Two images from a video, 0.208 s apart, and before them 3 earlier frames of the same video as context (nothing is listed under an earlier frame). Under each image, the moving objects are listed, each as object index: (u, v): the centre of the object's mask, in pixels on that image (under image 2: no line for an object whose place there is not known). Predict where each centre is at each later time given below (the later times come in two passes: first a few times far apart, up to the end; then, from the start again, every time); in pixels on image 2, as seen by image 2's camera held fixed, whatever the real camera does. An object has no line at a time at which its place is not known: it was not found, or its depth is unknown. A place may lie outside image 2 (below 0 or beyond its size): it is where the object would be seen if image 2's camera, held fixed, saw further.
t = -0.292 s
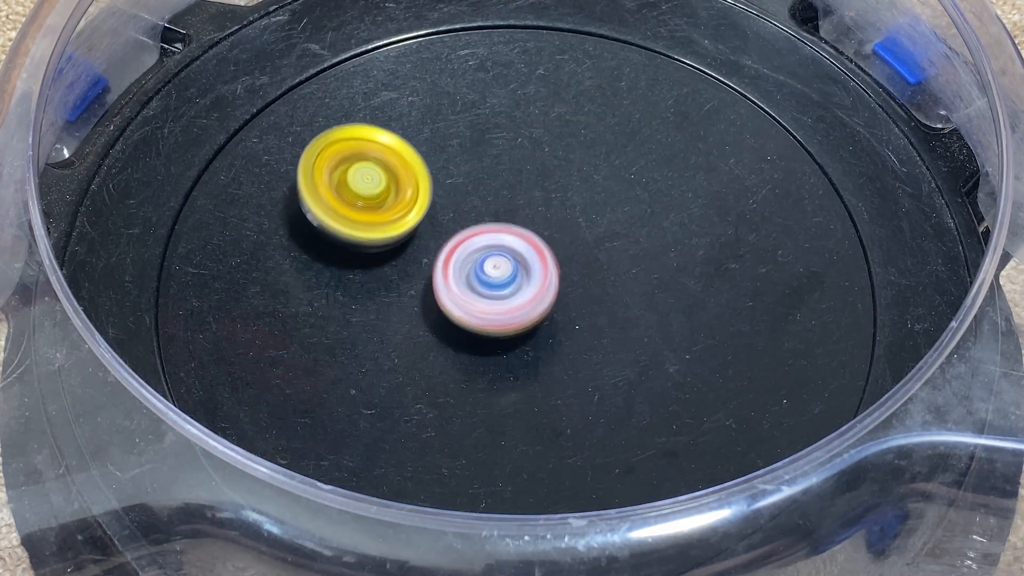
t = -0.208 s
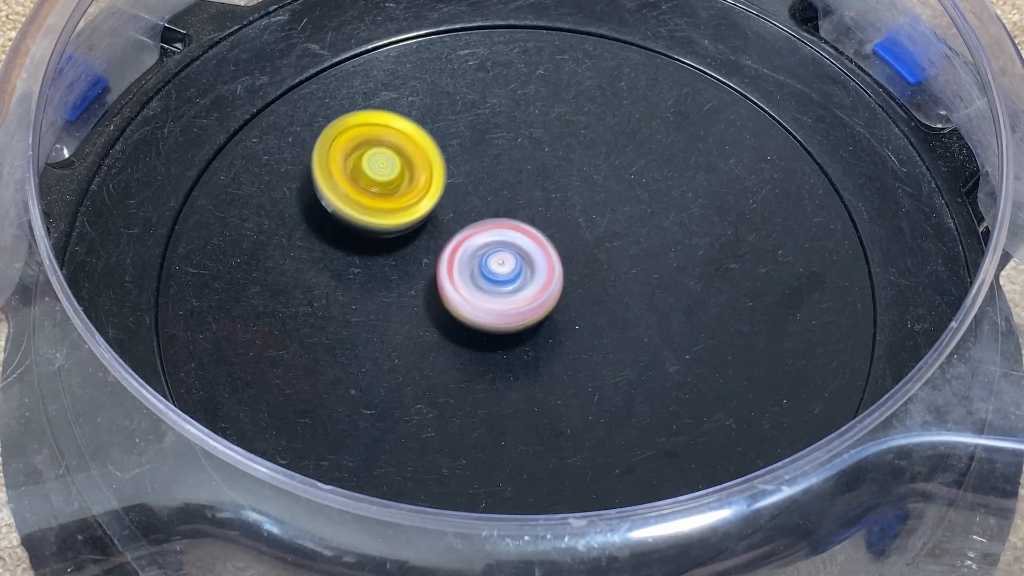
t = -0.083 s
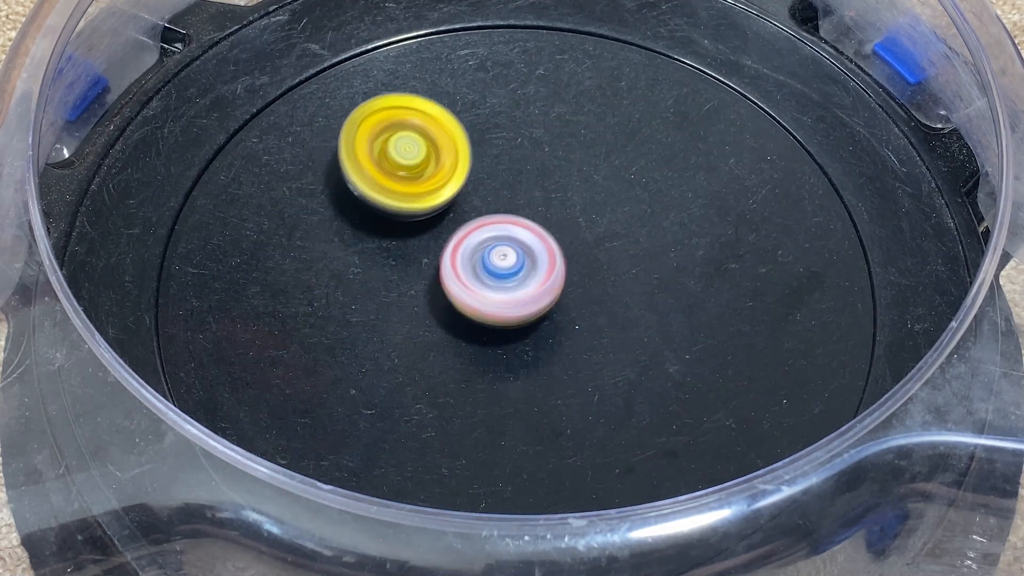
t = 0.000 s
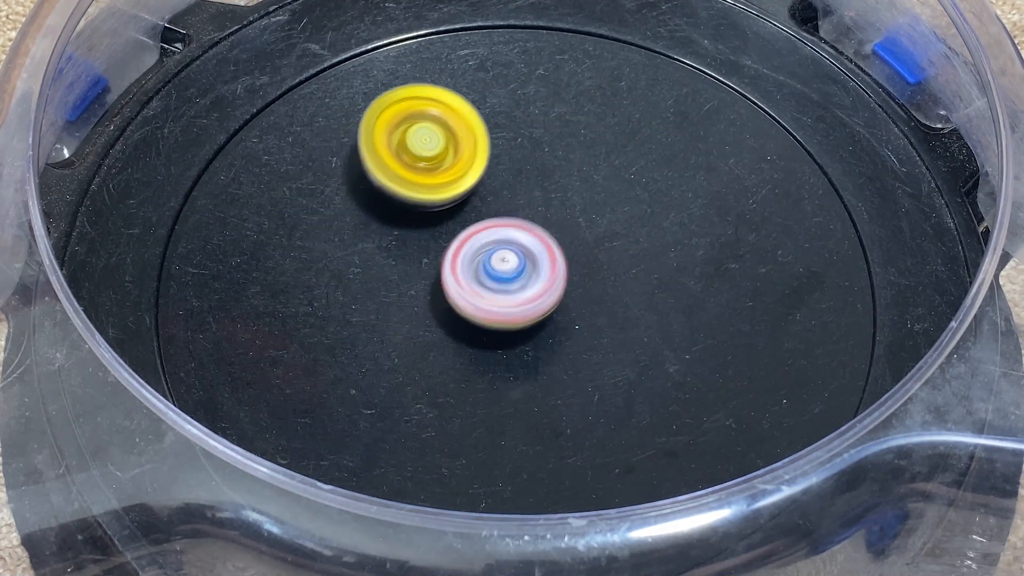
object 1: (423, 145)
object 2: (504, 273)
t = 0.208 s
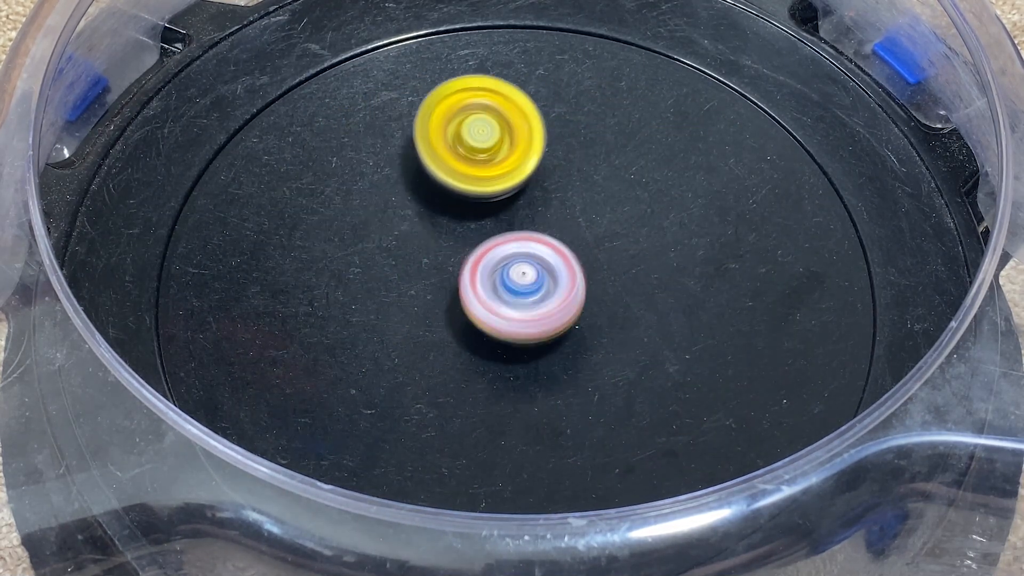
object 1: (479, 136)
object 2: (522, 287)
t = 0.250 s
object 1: (491, 135)
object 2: (523, 288)
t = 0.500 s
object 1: (559, 134)
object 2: (517, 304)
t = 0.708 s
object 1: (612, 147)
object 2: (514, 293)
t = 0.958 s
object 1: (664, 179)
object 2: (521, 284)
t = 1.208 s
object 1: (694, 229)
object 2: (533, 272)
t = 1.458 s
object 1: (708, 288)
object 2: (543, 280)
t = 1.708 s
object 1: (696, 343)
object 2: (517, 286)
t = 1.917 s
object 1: (660, 380)
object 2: (506, 277)
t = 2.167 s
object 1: (590, 413)
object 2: (508, 271)
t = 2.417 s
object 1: (515, 427)
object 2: (523, 280)
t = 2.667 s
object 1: (443, 407)
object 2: (512, 298)
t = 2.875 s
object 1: (394, 371)
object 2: (510, 291)
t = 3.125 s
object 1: (357, 316)
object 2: (514, 285)
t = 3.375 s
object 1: (343, 266)
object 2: (527, 278)
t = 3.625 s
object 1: (363, 223)
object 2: (531, 285)
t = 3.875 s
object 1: (407, 186)
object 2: (519, 282)
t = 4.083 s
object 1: (457, 163)
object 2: (515, 282)
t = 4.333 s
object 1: (520, 149)
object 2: (510, 274)
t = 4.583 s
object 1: (571, 160)
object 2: (520, 283)
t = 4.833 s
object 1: (615, 193)
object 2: (514, 286)
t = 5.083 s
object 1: (653, 244)
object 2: (520, 289)
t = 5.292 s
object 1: (673, 286)
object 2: (516, 282)
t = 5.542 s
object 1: (663, 324)
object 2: (520, 282)
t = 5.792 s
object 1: (624, 351)
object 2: (522, 274)
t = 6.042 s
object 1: (540, 441)
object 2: (549, 160)
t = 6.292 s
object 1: (495, 463)
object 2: (685, 122)
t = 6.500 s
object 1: (474, 446)
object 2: (624, 266)
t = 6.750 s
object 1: (428, 416)
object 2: (394, 241)
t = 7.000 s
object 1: (402, 354)
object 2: (412, 116)
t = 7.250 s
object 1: (397, 279)
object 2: (547, 250)
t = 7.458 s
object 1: (408, 220)
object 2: (496, 396)
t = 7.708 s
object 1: (443, 167)
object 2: (348, 387)
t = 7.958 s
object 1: (489, 141)
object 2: (493, 266)
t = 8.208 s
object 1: (532, 148)
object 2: (687, 288)
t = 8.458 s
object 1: (586, 184)
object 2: (629, 380)
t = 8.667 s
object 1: (630, 228)
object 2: (491, 289)
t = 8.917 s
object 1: (666, 289)
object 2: (505, 147)
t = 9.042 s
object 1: (672, 316)
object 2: (570, 141)
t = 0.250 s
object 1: (491, 135)
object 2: (523, 288)
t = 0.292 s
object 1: (502, 134)
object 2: (522, 289)
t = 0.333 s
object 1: (514, 133)
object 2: (520, 291)
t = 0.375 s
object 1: (525, 132)
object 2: (517, 295)
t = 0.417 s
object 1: (537, 133)
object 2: (516, 299)
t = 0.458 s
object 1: (548, 133)
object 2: (515, 302)
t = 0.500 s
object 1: (559, 134)
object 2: (517, 304)
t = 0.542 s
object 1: (570, 136)
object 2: (518, 304)
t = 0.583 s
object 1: (581, 138)
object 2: (519, 303)
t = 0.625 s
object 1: (591, 141)
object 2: (519, 300)
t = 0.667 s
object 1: (602, 144)
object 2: (517, 296)
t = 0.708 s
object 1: (612, 147)
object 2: (514, 293)
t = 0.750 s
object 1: (621, 152)
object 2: (512, 291)
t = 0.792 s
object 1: (630, 156)
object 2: (510, 291)
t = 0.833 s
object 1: (639, 161)
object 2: (511, 290)
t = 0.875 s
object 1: (648, 167)
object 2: (513, 289)
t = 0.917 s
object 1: (657, 173)
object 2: (517, 287)
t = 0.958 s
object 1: (664, 179)
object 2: (521, 284)
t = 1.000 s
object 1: (670, 186)
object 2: (526, 281)
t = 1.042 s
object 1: (677, 194)
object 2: (530, 277)
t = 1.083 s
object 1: (682, 203)
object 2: (532, 273)
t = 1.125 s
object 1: (687, 211)
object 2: (532, 271)
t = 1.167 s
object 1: (690, 220)
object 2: (533, 271)
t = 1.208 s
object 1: (694, 229)
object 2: (533, 272)
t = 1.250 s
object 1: (697, 239)
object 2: (535, 274)
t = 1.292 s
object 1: (700, 249)
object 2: (537, 276)
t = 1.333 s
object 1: (702, 259)
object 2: (540, 278)
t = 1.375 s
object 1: (704, 269)
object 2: (542, 280)
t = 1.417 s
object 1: (706, 279)
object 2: (543, 281)
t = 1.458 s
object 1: (708, 288)
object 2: (543, 280)
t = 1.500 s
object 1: (709, 298)
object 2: (540, 280)
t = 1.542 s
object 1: (708, 307)
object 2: (537, 280)
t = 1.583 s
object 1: (707, 316)
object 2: (532, 281)
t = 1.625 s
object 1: (705, 325)
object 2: (526, 283)
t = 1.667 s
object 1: (701, 334)
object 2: (521, 284)
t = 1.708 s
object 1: (696, 343)
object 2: (517, 286)
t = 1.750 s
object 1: (691, 351)
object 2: (514, 287)
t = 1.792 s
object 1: (685, 359)
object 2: (512, 286)
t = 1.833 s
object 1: (677, 366)
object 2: (510, 284)
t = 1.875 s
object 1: (669, 374)
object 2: (508, 281)
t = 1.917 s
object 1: (660, 380)
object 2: (506, 277)
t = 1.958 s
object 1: (649, 386)
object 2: (505, 273)
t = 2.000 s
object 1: (638, 392)
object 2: (504, 270)
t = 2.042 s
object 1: (627, 397)
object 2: (503, 269)
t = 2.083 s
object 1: (615, 403)
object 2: (503, 269)
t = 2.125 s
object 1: (603, 408)
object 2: (505, 270)
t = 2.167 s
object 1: (590, 413)
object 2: (508, 271)
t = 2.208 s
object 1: (577, 417)
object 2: (512, 273)
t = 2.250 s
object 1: (565, 420)
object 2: (517, 274)
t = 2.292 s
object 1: (553, 423)
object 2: (520, 276)
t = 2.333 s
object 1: (540, 425)
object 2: (523, 277)
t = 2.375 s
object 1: (528, 427)
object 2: (524, 278)
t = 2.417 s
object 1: (515, 427)
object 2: (523, 280)
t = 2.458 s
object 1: (502, 426)
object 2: (521, 283)
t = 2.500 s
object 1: (490, 425)
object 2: (518, 287)
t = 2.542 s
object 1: (478, 423)
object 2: (515, 290)
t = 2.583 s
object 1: (466, 418)
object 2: (513, 294)
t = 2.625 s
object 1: (454, 413)
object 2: (512, 296)
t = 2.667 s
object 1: (443, 407)
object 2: (512, 298)
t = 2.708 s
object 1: (432, 401)
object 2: (512, 298)
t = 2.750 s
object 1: (422, 394)
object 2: (512, 296)
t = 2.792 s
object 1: (412, 386)
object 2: (512, 295)
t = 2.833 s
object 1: (403, 379)
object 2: (511, 293)
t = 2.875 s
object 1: (394, 371)
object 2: (510, 291)
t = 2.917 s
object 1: (386, 362)
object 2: (508, 288)
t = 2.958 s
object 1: (379, 353)
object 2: (507, 287)
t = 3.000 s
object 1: (373, 344)
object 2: (507, 287)
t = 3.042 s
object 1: (367, 335)
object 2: (508, 287)
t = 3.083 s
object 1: (362, 325)
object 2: (511, 286)
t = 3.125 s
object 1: (357, 316)
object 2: (514, 285)
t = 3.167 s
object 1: (353, 308)
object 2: (519, 284)
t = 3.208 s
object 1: (349, 299)
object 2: (522, 282)
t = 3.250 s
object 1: (347, 290)
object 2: (525, 280)
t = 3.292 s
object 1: (344, 282)
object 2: (527, 279)
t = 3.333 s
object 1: (344, 274)
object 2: (527, 279)
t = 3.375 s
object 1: (343, 266)
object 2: (527, 278)
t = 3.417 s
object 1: (344, 258)
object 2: (527, 279)
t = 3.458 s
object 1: (346, 251)
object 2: (526, 281)
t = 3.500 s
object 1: (349, 244)
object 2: (527, 283)
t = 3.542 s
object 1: (353, 237)
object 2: (528, 285)
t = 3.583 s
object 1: (358, 230)
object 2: (530, 285)
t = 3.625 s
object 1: (363, 223)
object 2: (531, 285)
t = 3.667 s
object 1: (368, 216)
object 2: (531, 284)
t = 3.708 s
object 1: (375, 210)
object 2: (530, 282)
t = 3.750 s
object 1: (382, 204)
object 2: (528, 281)
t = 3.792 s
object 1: (390, 198)
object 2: (525, 280)
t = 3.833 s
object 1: (398, 192)
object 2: (522, 281)
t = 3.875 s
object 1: (407, 186)
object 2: (519, 282)
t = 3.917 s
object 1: (417, 180)
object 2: (516, 282)
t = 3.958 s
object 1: (426, 175)
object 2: (515, 283)
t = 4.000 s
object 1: (436, 171)
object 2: (514, 284)
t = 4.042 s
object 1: (446, 167)
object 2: (514, 284)
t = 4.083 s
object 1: (457, 163)
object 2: (515, 282)
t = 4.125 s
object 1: (468, 160)
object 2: (515, 279)
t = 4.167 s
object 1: (479, 157)
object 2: (514, 277)
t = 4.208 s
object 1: (489, 154)
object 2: (514, 275)
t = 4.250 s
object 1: (500, 152)
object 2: (512, 274)
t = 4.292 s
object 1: (510, 151)
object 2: (511, 274)
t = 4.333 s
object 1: (520, 149)
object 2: (510, 274)
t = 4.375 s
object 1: (529, 150)
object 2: (510, 276)
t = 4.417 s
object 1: (538, 150)
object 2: (512, 278)
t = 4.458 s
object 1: (547, 151)
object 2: (514, 280)
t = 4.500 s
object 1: (555, 154)
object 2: (517, 281)
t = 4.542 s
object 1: (563, 157)
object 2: (519, 282)
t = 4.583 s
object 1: (571, 160)
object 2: (520, 283)
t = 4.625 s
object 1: (578, 164)
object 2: (521, 283)
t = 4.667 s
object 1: (586, 169)
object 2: (521, 283)
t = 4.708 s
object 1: (593, 174)
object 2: (520, 283)
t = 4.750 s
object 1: (600, 180)
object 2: (519, 283)
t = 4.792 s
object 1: (607, 186)
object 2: (515, 284)
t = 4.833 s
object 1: (615, 193)
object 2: (514, 286)
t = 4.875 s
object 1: (622, 200)
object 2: (514, 288)
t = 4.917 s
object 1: (628, 208)
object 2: (514, 289)
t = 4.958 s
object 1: (635, 217)
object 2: (515, 290)
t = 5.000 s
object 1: (640, 226)
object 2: (517, 290)
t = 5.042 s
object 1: (647, 235)
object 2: (519, 290)
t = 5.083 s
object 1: (653, 244)
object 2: (520, 289)
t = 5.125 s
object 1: (659, 253)
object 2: (520, 288)
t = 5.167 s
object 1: (664, 262)
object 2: (519, 286)
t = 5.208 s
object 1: (669, 270)
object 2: (518, 285)
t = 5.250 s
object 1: (672, 278)
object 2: (517, 283)
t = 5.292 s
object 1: (673, 286)
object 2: (516, 282)
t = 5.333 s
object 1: (674, 294)
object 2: (515, 281)
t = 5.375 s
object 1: (674, 301)
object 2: (514, 282)
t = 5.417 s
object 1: (672, 308)
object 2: (514, 282)
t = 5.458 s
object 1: (670, 313)
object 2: (515, 283)
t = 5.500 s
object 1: (667, 319)
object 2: (517, 283)
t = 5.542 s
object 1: (663, 324)
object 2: (520, 282)
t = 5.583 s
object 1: (658, 328)
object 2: (522, 281)
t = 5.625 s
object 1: (653, 333)
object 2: (523, 279)
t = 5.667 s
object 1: (647, 337)
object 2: (523, 277)
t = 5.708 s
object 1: (640, 342)
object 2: (523, 276)
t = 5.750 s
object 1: (633, 346)
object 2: (523, 275)
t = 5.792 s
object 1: (624, 351)
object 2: (522, 274)
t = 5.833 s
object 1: (614, 356)
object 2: (521, 274)
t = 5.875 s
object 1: (602, 361)
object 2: (519, 275)
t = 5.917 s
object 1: (590, 367)
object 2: (518, 277)
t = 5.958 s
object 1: (571, 398)
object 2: (526, 240)
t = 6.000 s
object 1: (554, 426)
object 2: (536, 195)
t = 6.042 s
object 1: (540, 441)
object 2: (549, 160)
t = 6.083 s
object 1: (532, 450)
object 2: (566, 135)
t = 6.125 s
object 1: (525, 456)
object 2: (587, 118)
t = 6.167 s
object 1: (517, 460)
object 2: (610, 107)
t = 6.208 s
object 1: (510, 462)
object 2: (636, 103)
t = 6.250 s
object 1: (502, 463)
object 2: (662, 107)
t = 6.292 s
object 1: (495, 463)
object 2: (685, 122)
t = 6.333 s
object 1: (489, 461)
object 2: (698, 147)
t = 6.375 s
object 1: (486, 459)
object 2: (698, 178)
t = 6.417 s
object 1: (482, 456)
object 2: (683, 210)
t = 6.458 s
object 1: (479, 452)
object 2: (658, 240)
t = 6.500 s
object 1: (474, 446)
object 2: (624, 266)
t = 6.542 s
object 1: (468, 439)
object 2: (585, 285)
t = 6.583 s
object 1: (462, 430)
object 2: (542, 299)
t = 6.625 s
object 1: (454, 420)
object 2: (498, 306)
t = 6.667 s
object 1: (446, 411)
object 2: (456, 302)
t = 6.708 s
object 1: (436, 420)
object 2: (422, 273)
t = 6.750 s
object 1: (428, 416)
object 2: (394, 241)
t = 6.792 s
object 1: (422, 408)
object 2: (375, 214)
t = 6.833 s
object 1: (417, 399)
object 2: (364, 188)
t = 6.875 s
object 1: (413, 388)
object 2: (362, 164)
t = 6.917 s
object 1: (409, 378)
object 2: (369, 142)
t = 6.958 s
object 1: (405, 367)
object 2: (387, 125)
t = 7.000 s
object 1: (402, 354)
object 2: (412, 116)
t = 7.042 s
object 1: (399, 342)
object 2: (443, 119)
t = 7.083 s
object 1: (397, 329)
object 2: (474, 132)
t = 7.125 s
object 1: (397, 316)
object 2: (501, 154)
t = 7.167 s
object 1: (396, 304)
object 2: (522, 183)
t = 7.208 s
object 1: (397, 291)
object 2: (538, 216)
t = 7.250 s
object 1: (397, 279)
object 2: (547, 250)
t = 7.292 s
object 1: (398, 266)
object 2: (548, 283)
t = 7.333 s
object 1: (399, 254)
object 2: (543, 316)
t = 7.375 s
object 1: (402, 242)
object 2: (532, 347)
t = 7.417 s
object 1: (404, 231)
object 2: (516, 374)
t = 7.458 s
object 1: (408, 220)
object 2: (496, 396)
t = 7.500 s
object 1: (412, 210)
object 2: (471, 415)
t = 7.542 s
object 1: (417, 200)
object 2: (444, 427)
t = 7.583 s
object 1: (423, 191)
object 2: (414, 431)
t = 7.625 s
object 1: (429, 182)
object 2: (384, 426)
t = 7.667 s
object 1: (436, 174)
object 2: (360, 411)
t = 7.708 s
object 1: (443, 167)
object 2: (348, 387)
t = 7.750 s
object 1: (451, 161)
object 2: (348, 360)
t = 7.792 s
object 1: (458, 154)
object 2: (362, 333)
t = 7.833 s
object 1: (466, 149)
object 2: (387, 309)
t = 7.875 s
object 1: (474, 146)
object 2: (419, 290)
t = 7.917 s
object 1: (482, 143)
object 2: (455, 277)
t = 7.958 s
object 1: (489, 141)
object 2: (493, 266)
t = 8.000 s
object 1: (496, 140)
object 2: (532, 261)
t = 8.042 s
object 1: (504, 140)
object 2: (569, 259)
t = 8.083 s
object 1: (511, 141)
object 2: (604, 261)
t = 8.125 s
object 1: (518, 143)
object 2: (635, 267)
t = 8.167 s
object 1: (525, 145)
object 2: (663, 276)
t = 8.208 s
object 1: (532, 148)
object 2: (687, 288)
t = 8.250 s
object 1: (540, 152)
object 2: (704, 305)
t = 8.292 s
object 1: (548, 157)
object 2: (713, 325)
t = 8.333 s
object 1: (557, 163)
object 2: (709, 345)
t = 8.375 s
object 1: (566, 169)
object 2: (692, 364)
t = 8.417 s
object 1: (576, 176)
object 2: (664, 376)
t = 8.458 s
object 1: (586, 184)
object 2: (629, 380)
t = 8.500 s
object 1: (595, 191)
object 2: (593, 375)
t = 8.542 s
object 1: (605, 200)
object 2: (560, 361)
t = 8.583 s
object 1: (614, 209)
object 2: (531, 340)
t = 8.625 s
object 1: (622, 218)
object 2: (508, 315)
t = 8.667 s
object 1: (630, 228)
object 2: (491, 289)
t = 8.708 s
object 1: (636, 238)
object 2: (479, 262)
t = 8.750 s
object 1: (643, 248)
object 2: (473, 234)
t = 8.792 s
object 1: (650, 258)
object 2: (474, 208)
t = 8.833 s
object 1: (656, 268)
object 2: (479, 184)
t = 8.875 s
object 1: (662, 278)
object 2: (489, 163)
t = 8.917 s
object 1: (666, 289)
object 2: (505, 147)
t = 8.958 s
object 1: (669, 298)
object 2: (525, 137)
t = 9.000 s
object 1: (671, 308)
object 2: (548, 134)
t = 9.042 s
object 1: (672, 316)
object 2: (570, 141)
